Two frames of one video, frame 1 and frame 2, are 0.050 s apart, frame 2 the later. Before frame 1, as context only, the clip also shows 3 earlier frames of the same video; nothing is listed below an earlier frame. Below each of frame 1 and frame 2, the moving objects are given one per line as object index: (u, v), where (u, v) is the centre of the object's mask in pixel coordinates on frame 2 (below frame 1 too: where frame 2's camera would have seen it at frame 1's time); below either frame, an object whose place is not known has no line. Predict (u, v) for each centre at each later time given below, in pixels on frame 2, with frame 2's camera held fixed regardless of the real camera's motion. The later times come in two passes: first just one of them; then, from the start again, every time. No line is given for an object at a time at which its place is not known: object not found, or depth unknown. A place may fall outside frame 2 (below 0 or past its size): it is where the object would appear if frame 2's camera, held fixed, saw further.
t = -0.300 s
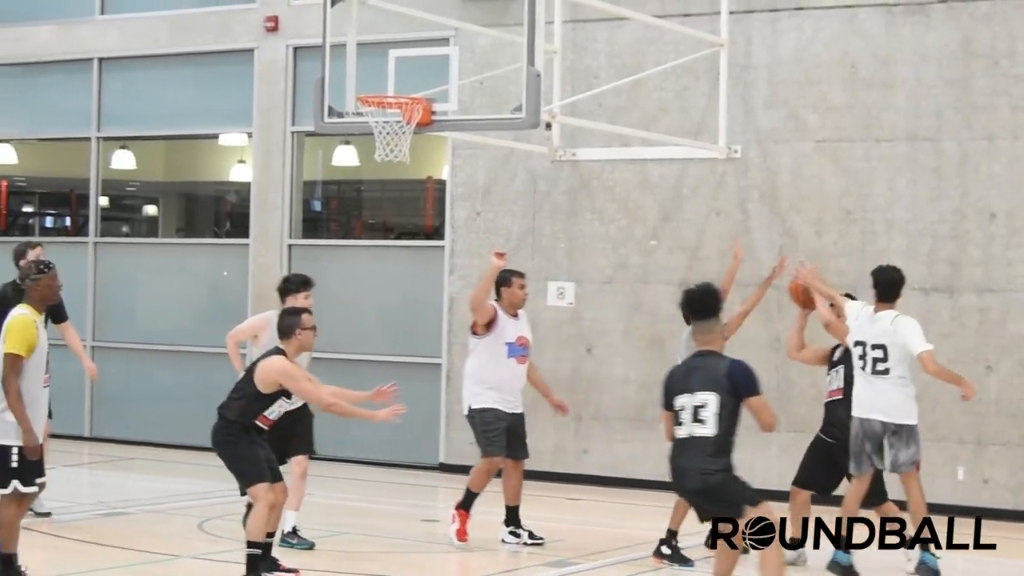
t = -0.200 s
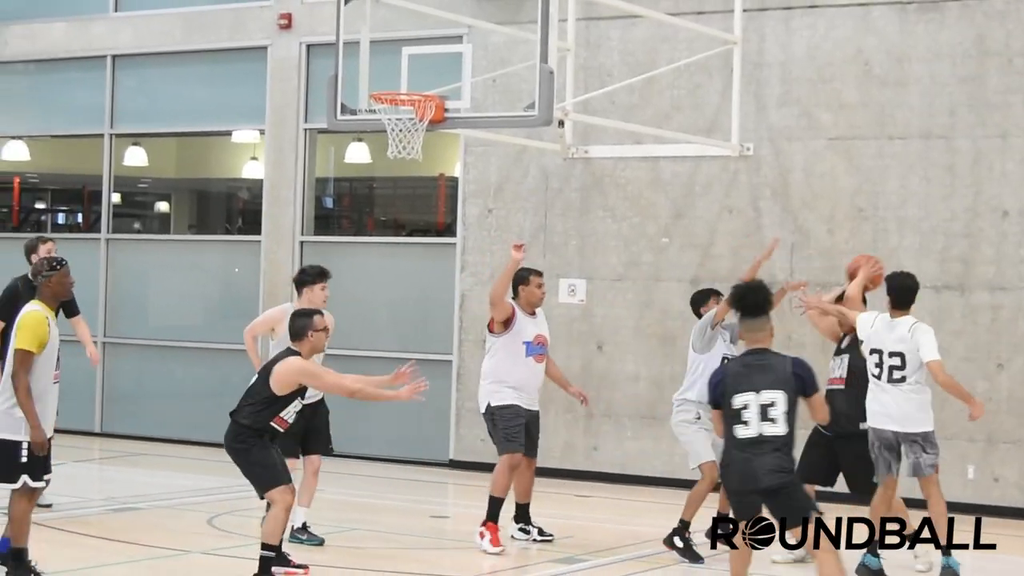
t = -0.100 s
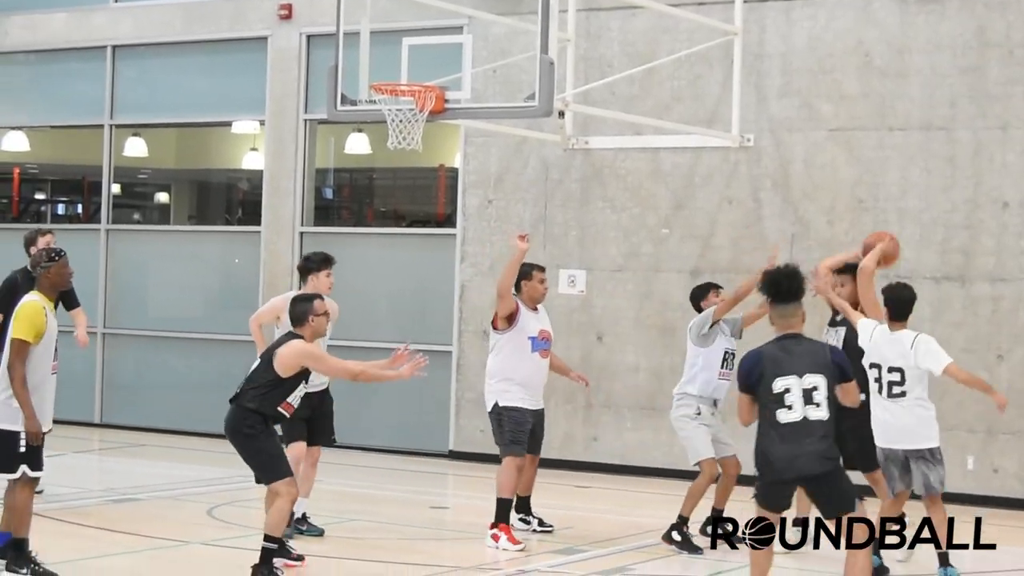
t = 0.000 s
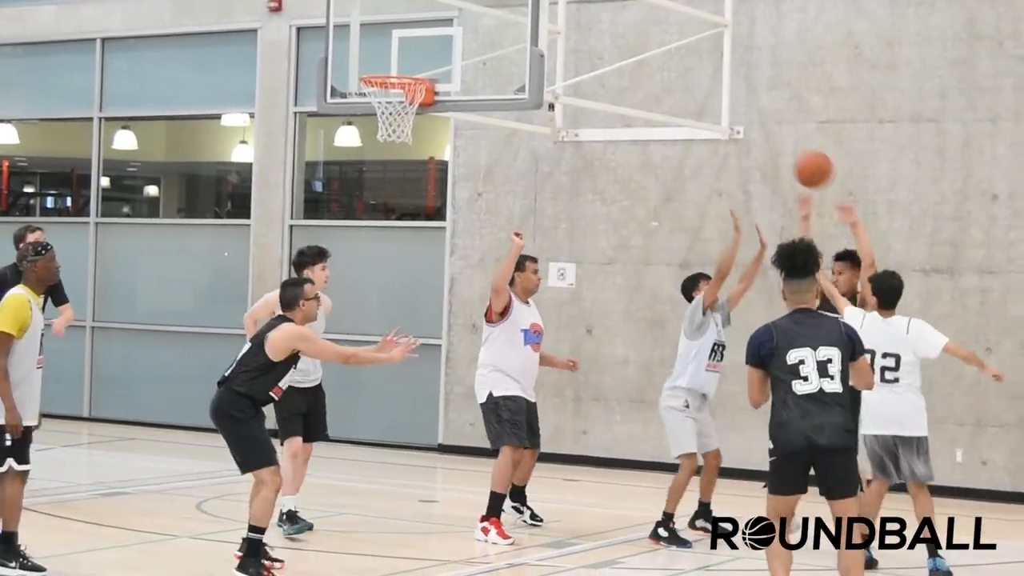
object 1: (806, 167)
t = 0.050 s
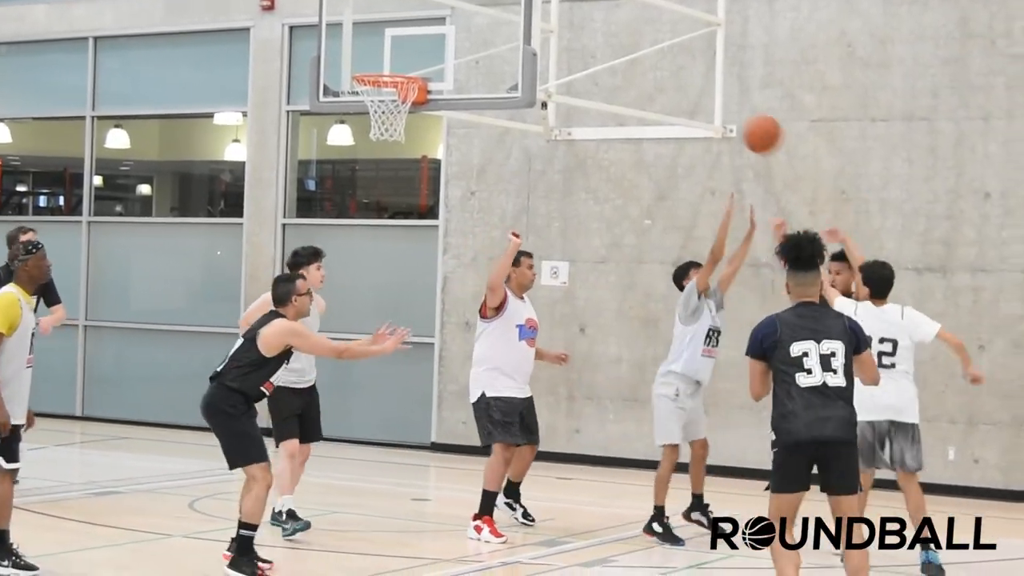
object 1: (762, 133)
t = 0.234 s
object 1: (571, 33)
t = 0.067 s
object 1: (747, 123)
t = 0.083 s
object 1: (731, 113)
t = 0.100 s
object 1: (714, 103)
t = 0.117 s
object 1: (697, 92)
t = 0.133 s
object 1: (682, 83)
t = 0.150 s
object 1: (665, 74)
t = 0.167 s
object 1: (647, 65)
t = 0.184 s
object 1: (629, 57)
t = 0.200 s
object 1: (610, 48)
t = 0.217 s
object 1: (591, 40)
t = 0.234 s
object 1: (571, 33)
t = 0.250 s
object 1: (551, 25)
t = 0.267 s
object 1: (530, 18)
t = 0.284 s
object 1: (510, 11)
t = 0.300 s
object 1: (489, 4)
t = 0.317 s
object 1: (467, -2)
